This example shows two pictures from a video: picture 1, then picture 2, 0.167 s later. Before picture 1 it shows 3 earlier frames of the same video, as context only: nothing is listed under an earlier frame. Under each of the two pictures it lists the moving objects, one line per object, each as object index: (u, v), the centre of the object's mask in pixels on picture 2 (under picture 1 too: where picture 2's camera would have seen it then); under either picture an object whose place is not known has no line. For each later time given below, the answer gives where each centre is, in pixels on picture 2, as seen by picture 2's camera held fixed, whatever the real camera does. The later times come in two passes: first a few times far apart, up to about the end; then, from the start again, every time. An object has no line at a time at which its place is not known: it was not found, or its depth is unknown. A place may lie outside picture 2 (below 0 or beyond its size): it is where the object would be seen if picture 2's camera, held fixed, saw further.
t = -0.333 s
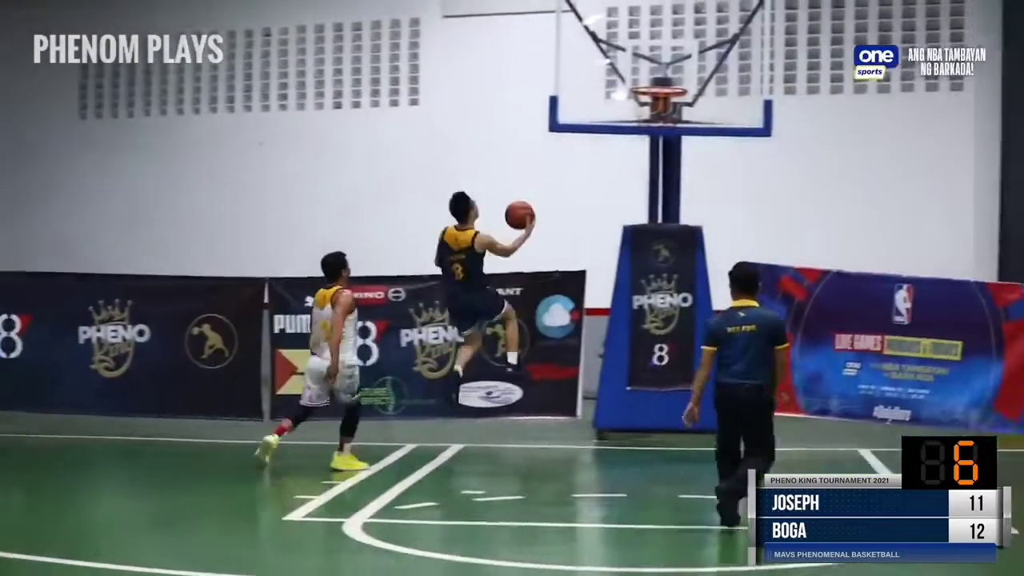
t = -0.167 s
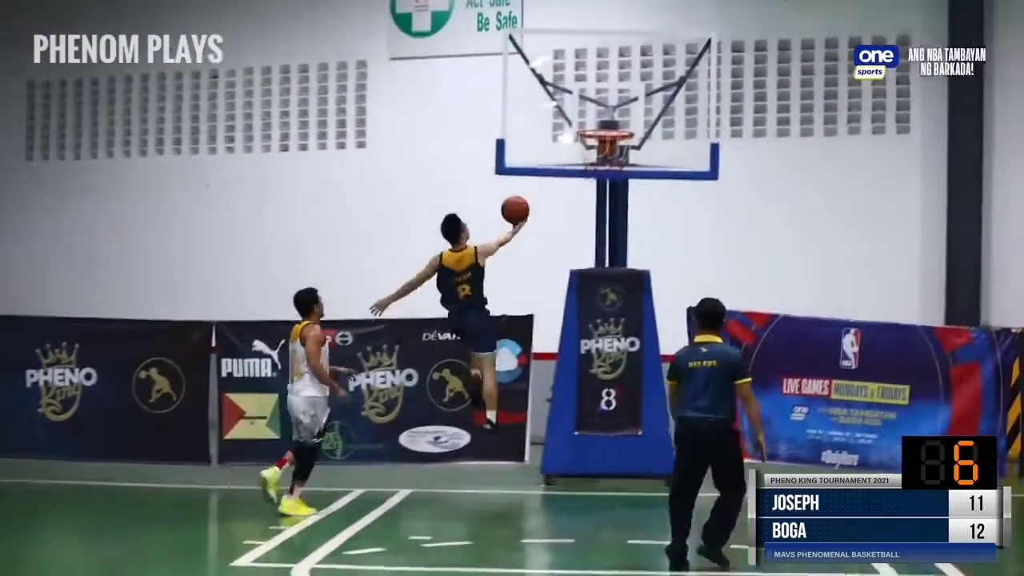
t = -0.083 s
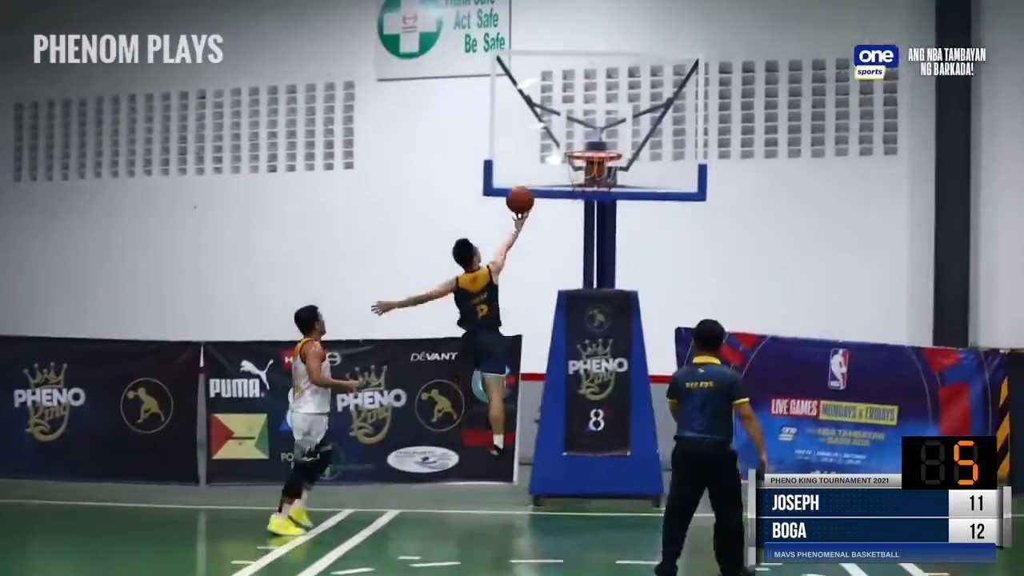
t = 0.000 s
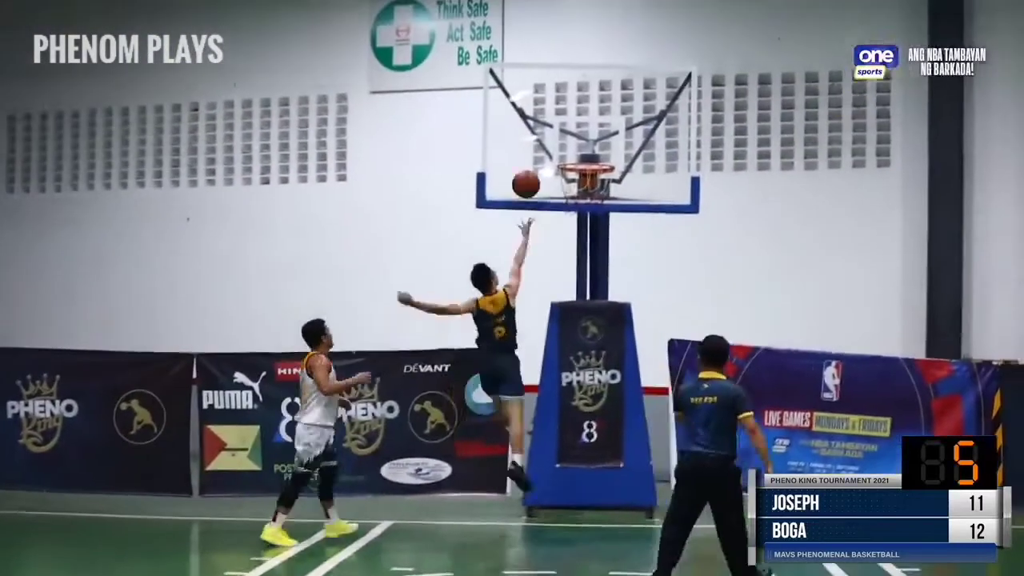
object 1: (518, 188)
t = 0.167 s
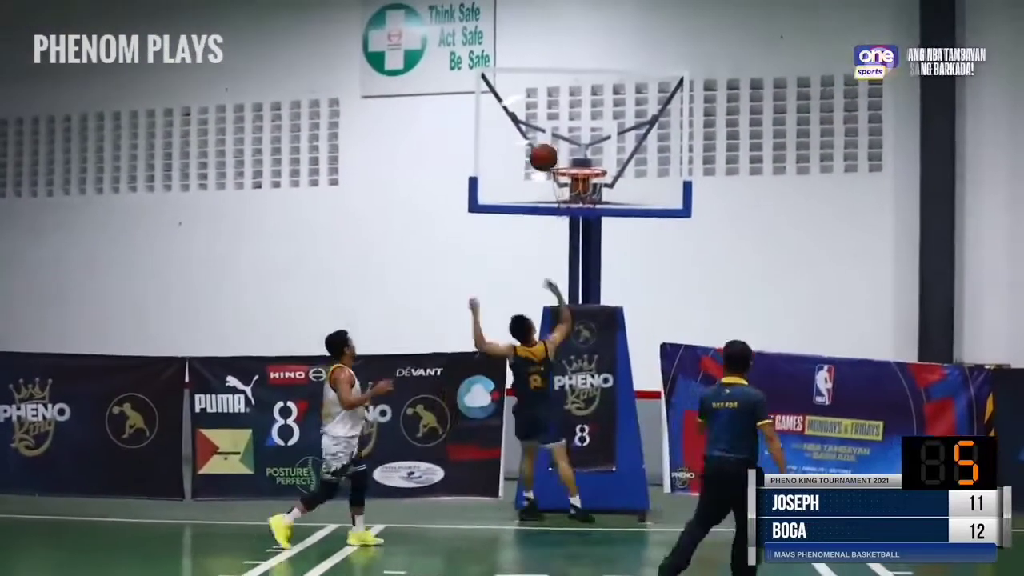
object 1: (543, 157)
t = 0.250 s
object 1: (553, 152)
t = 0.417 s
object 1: (569, 156)
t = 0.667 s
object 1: (591, 162)
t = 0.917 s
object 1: (574, 192)
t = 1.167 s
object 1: (550, 260)
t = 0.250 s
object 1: (553, 152)
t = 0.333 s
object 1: (560, 154)
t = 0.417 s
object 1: (569, 156)
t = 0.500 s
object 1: (577, 157)
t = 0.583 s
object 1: (585, 160)
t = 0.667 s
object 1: (591, 162)
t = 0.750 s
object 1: (587, 163)
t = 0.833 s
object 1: (582, 180)
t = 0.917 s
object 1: (574, 192)
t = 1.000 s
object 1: (566, 208)
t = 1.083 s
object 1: (557, 230)
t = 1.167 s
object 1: (550, 260)
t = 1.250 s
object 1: (542, 297)
